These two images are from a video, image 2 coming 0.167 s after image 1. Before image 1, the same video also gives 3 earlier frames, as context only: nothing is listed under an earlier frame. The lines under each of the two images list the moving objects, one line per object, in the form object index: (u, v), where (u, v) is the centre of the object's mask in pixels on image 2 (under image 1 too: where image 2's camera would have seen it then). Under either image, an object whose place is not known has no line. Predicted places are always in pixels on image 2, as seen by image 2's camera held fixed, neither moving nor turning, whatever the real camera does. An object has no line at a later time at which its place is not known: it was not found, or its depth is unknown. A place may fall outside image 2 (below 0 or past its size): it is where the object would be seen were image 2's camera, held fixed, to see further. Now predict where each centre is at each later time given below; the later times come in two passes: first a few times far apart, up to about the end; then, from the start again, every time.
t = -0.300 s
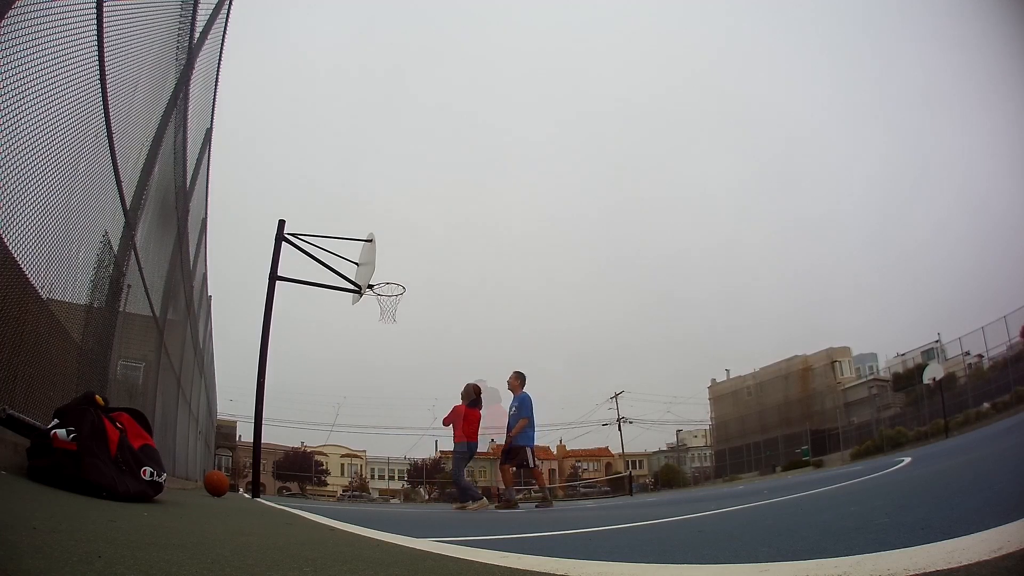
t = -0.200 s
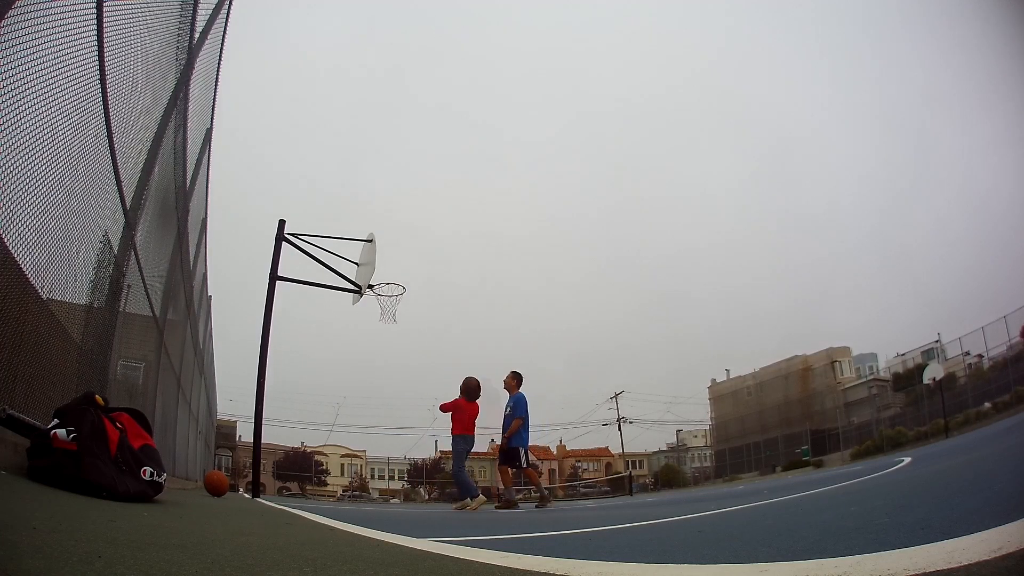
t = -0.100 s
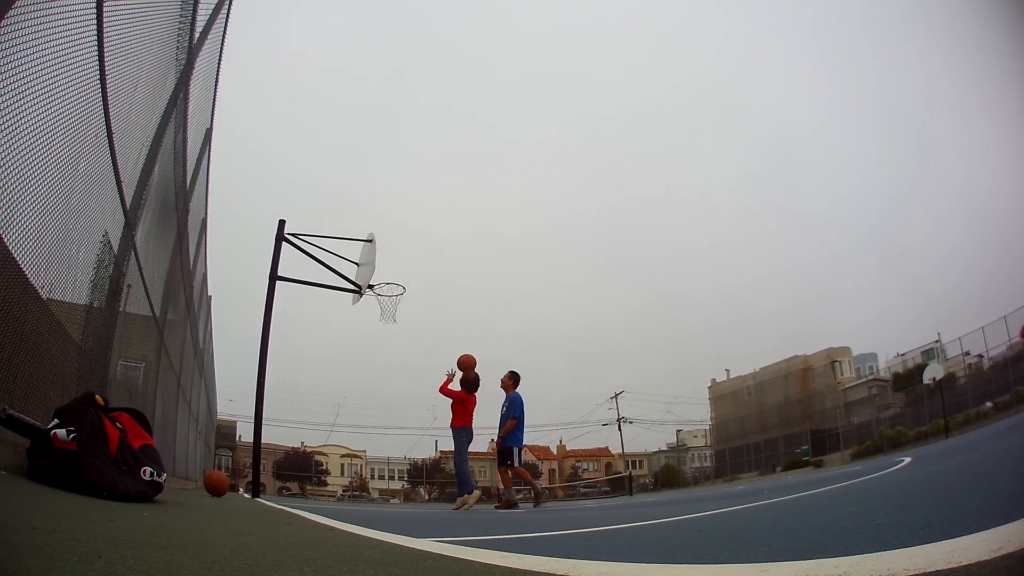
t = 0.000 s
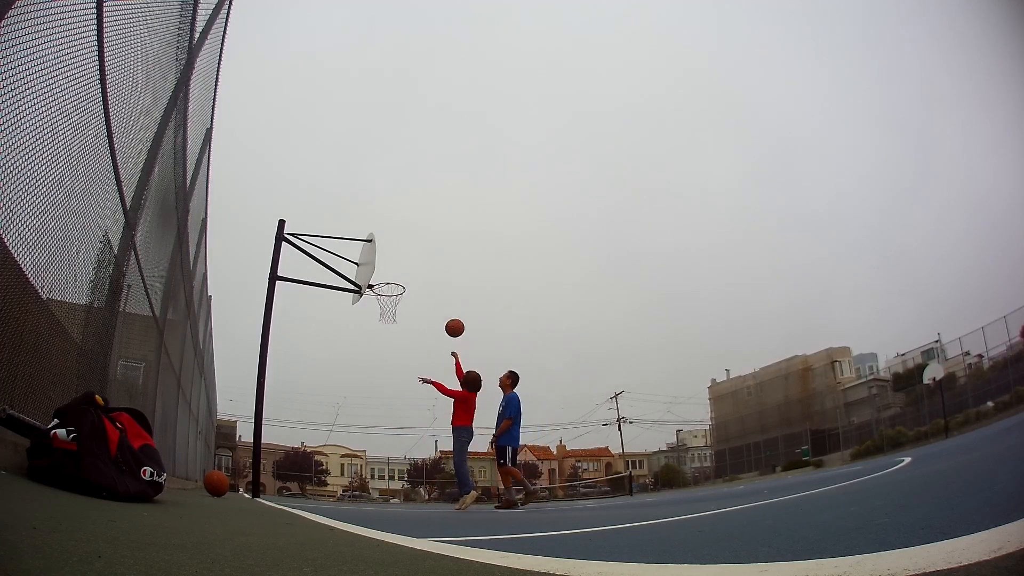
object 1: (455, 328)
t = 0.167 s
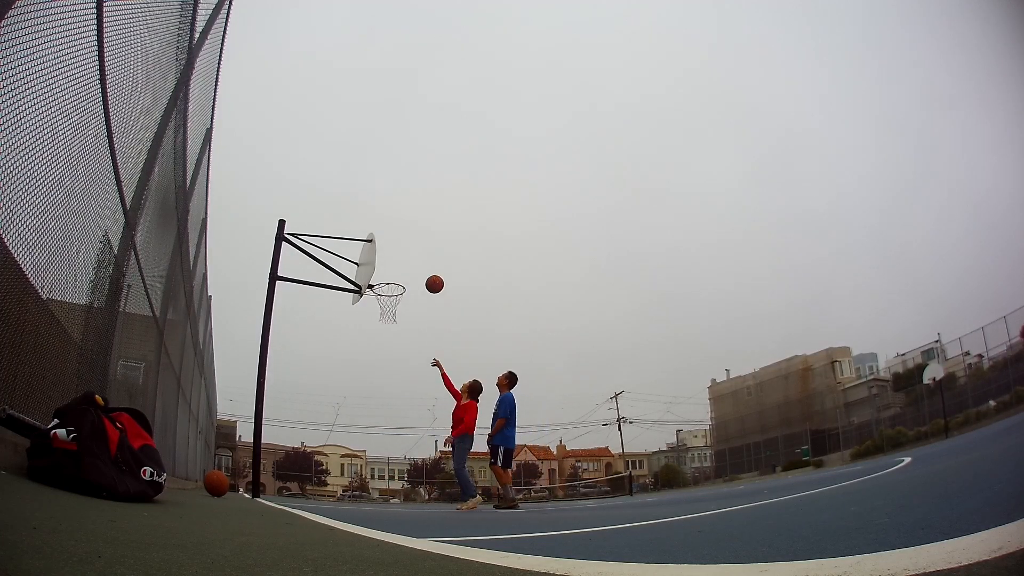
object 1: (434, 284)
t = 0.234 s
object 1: (427, 273)
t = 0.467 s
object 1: (400, 258)
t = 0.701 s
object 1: (382, 277)
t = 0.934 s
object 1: (397, 330)
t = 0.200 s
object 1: (431, 278)
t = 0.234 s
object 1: (427, 273)
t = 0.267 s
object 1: (423, 268)
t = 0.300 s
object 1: (419, 265)
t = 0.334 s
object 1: (415, 262)
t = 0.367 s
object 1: (411, 259)
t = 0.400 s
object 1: (408, 258)
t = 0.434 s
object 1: (404, 257)
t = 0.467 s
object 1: (400, 258)
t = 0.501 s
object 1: (396, 258)
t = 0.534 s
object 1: (392, 260)
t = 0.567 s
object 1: (388, 262)
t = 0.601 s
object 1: (384, 265)
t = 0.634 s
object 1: (381, 269)
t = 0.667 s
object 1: (381, 273)
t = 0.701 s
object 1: (382, 277)
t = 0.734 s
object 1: (384, 282)
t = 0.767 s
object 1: (386, 288)
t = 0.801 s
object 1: (388, 295)
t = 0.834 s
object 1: (390, 303)
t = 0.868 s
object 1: (392, 311)
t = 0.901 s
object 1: (394, 320)
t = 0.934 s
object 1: (397, 330)
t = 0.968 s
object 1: (399, 340)
